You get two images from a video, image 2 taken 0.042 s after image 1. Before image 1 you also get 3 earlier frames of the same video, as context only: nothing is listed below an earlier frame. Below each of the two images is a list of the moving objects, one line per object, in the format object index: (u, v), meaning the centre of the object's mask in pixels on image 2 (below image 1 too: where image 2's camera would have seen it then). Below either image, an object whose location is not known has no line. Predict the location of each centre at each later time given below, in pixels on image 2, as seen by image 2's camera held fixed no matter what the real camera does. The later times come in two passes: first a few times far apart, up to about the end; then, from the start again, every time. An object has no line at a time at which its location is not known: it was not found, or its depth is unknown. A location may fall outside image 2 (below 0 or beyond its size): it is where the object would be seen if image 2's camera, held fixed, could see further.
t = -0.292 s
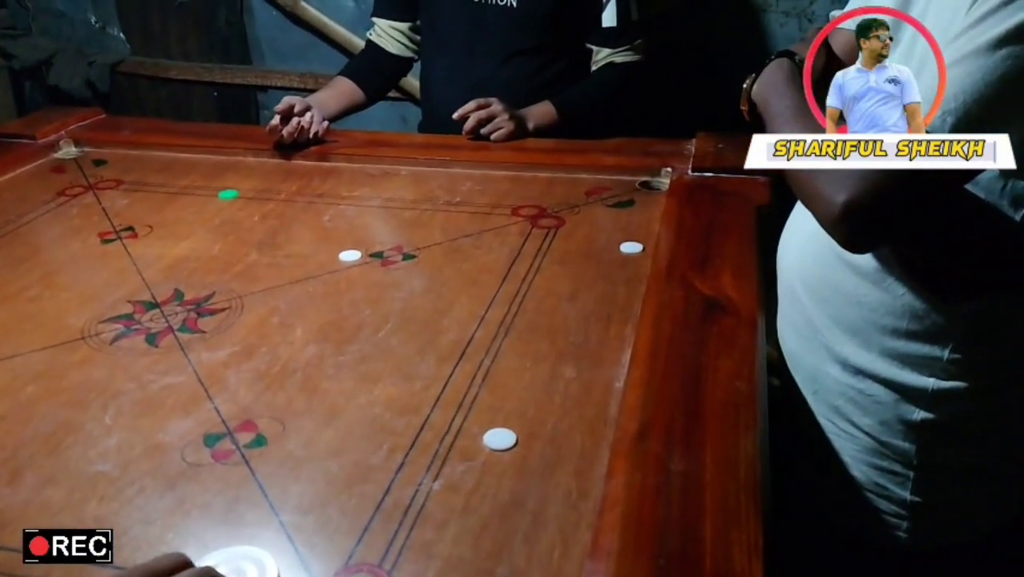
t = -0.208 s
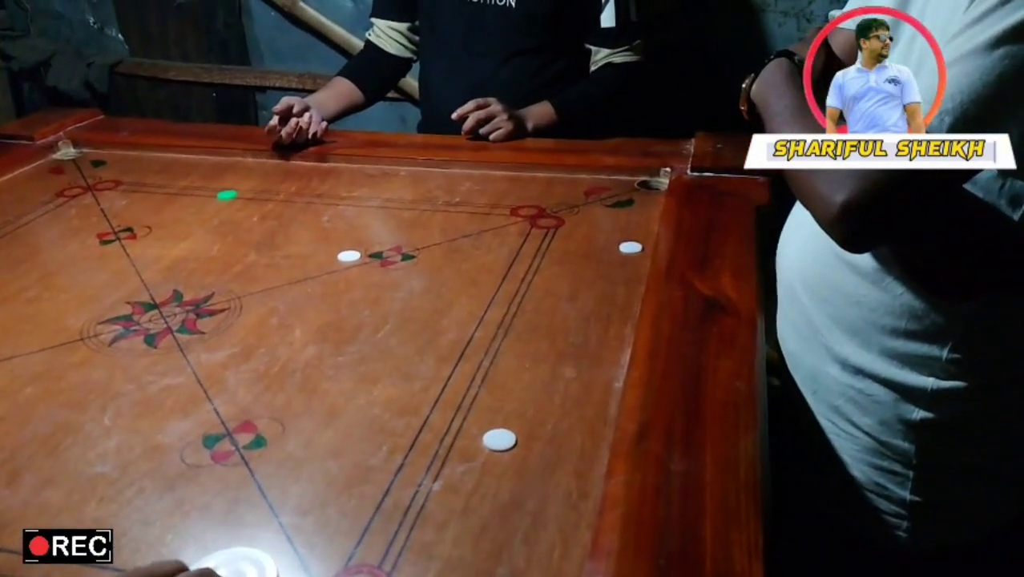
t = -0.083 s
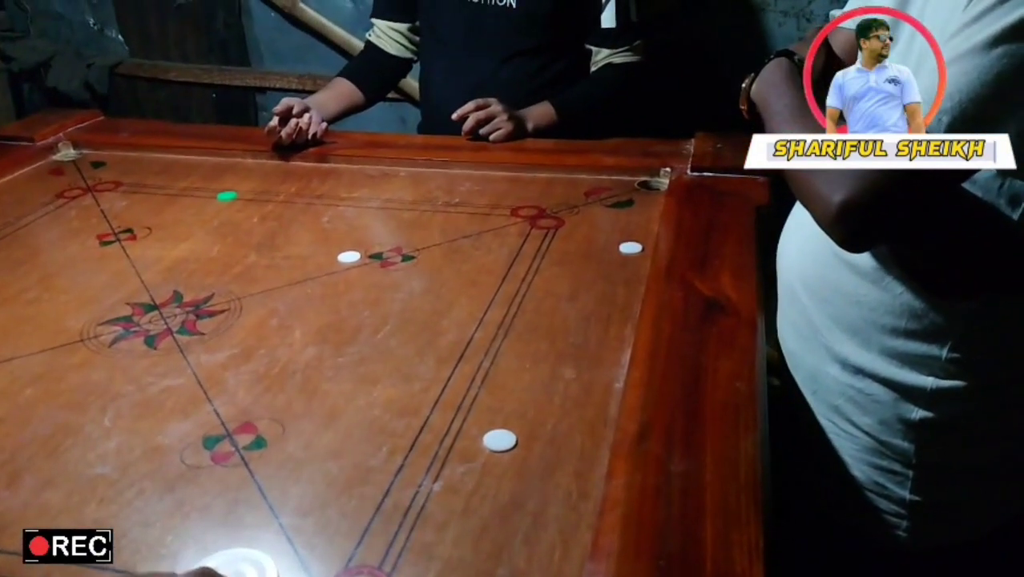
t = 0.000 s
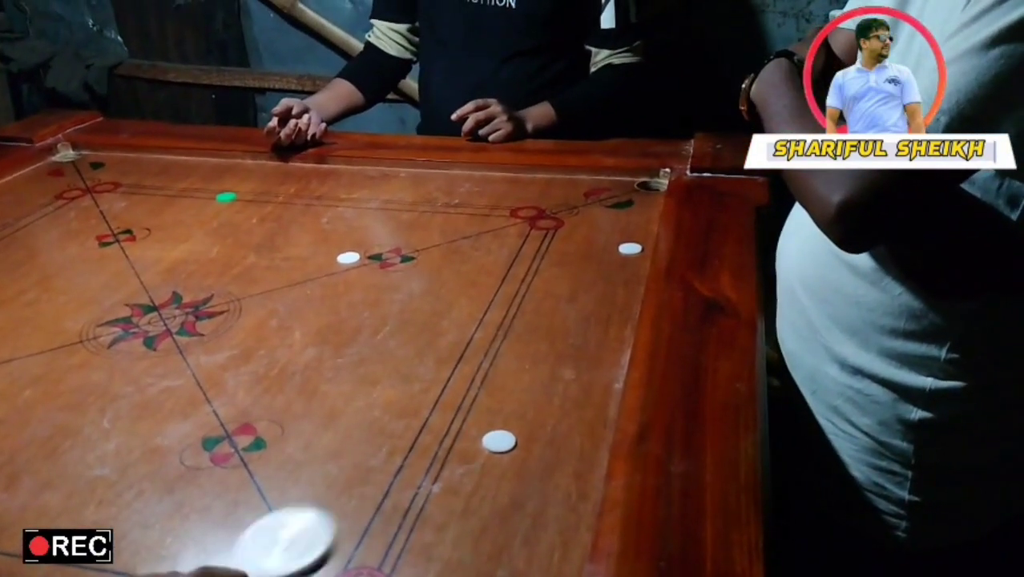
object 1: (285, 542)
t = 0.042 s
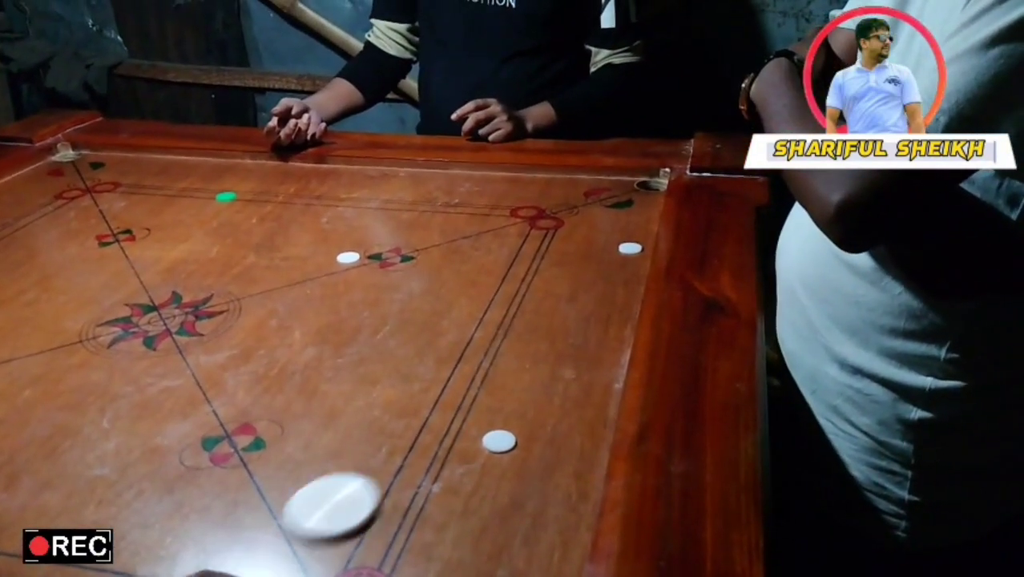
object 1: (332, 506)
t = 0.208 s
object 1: (457, 408)
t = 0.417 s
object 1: (562, 323)
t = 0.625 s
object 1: (616, 263)
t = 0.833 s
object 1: (593, 220)
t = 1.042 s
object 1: (577, 189)
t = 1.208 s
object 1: (558, 192)
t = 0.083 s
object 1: (361, 484)
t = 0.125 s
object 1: (400, 453)
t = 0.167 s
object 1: (424, 434)
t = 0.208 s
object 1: (457, 408)
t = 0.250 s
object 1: (477, 391)
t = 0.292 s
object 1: (497, 377)
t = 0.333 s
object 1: (523, 355)
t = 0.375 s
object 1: (539, 342)
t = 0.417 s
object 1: (562, 323)
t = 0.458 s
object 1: (576, 311)
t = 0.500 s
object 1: (594, 296)
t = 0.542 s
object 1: (606, 286)
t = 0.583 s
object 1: (619, 272)
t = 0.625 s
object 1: (616, 263)
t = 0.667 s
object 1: (610, 252)
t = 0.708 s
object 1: (607, 245)
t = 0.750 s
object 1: (602, 235)
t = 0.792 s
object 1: (598, 229)
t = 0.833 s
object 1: (593, 220)
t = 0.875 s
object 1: (590, 214)
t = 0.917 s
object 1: (586, 206)
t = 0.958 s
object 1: (583, 201)
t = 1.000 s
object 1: (580, 194)
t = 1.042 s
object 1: (577, 189)
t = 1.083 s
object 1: (574, 183)
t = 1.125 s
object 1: (569, 185)
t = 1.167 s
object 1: (563, 189)
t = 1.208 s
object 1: (558, 192)
